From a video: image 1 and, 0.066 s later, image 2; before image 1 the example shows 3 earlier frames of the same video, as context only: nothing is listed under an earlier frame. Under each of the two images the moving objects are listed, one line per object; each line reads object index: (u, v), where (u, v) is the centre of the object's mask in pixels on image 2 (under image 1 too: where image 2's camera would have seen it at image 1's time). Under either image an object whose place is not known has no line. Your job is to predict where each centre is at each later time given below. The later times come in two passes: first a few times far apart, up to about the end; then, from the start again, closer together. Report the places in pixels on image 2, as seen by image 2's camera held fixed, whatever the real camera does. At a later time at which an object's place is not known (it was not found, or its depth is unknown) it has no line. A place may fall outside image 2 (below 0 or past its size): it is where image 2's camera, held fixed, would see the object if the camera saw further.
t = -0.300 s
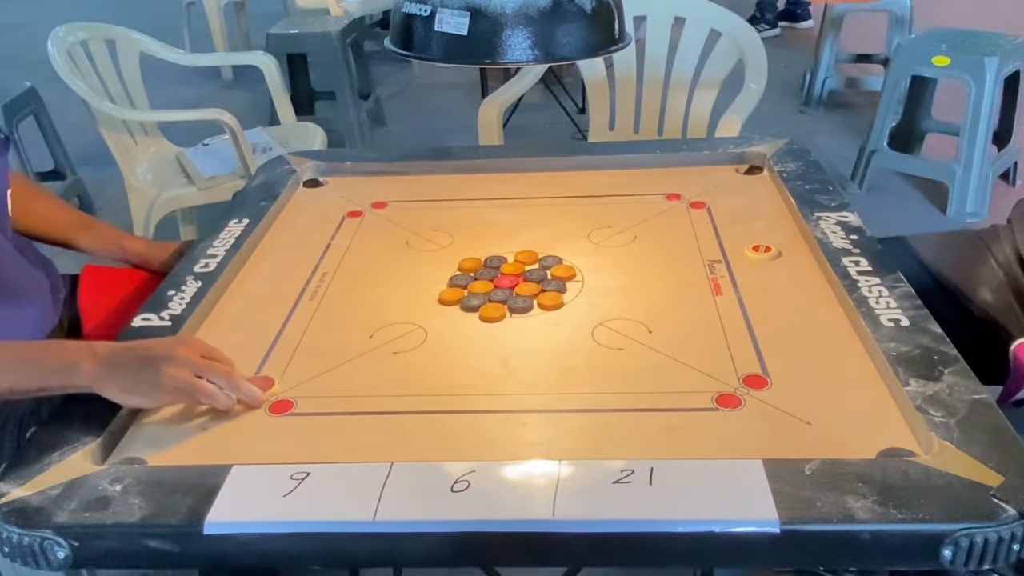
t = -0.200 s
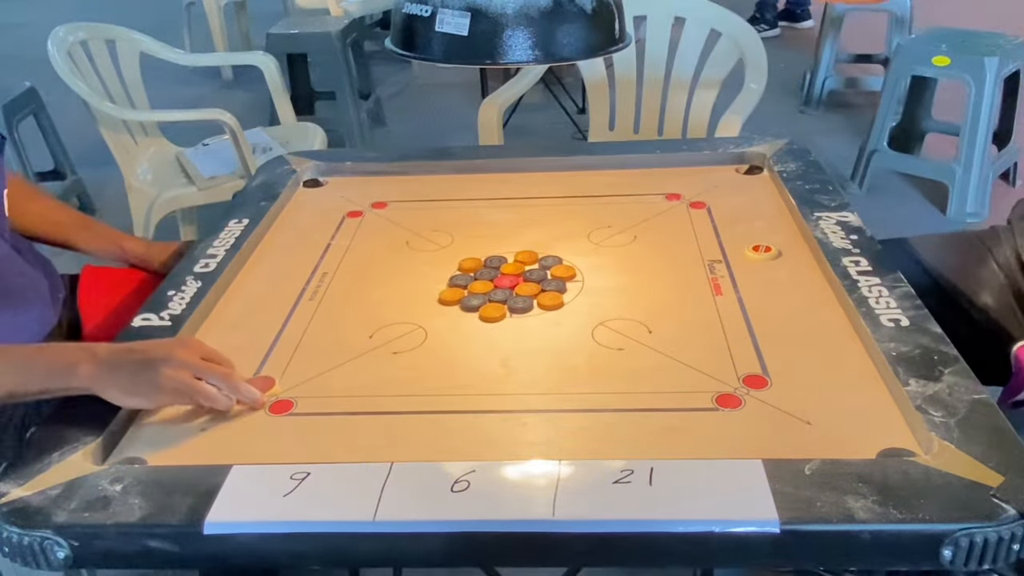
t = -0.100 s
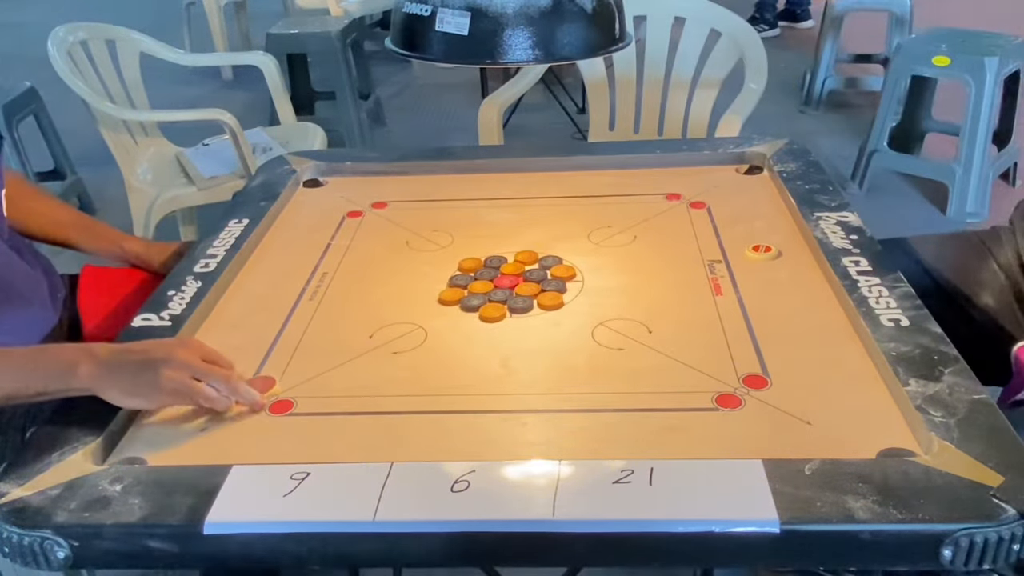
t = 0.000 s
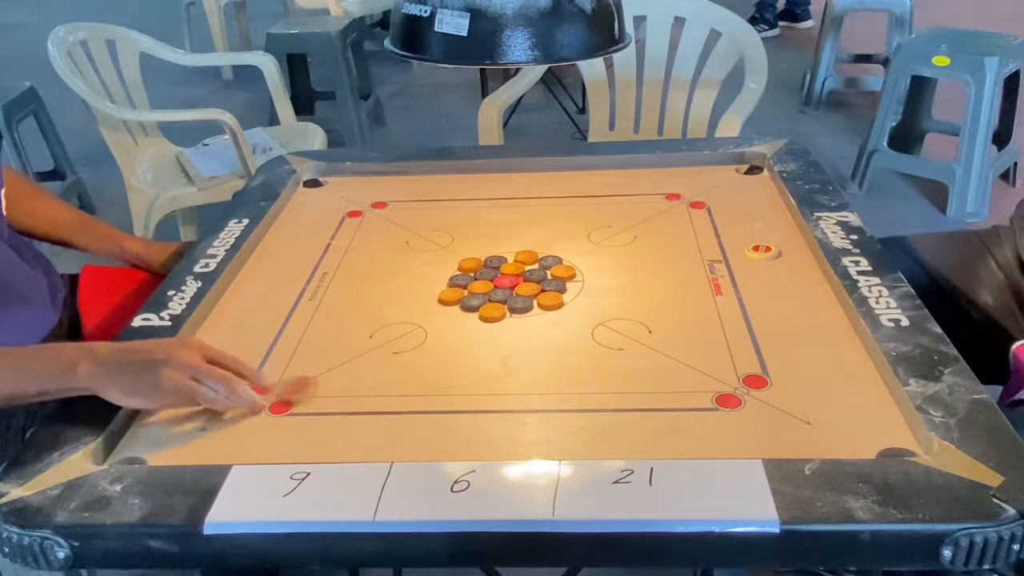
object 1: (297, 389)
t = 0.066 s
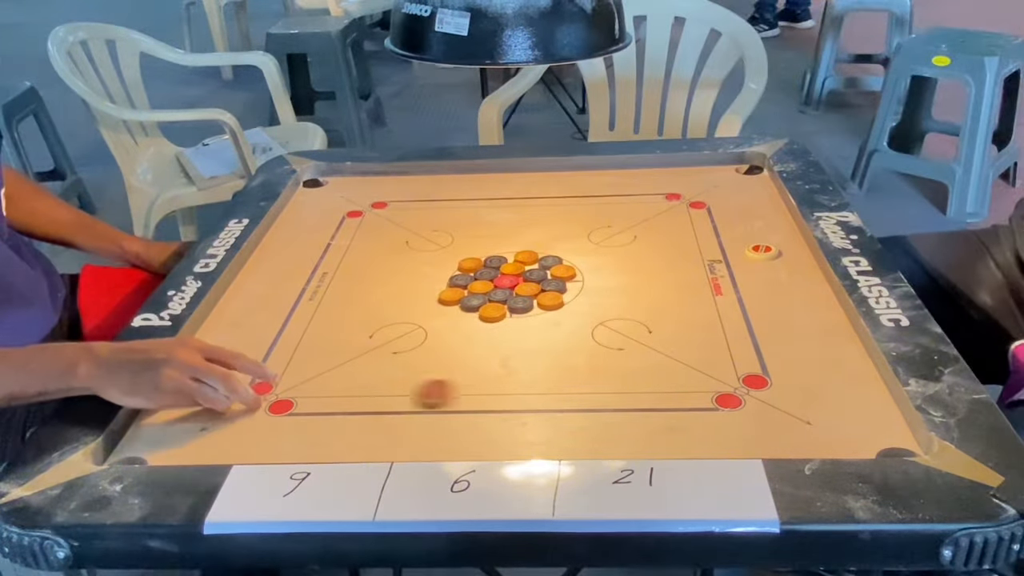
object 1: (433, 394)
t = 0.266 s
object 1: (848, 406)
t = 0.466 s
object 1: (590, 427)
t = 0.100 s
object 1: (504, 396)
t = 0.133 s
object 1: (574, 398)
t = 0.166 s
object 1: (641, 400)
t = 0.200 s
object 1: (710, 402)
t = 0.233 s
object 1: (782, 405)
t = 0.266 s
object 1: (848, 406)
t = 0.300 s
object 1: (847, 409)
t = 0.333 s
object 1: (792, 413)
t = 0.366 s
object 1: (740, 418)
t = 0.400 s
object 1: (688, 421)
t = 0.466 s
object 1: (590, 427)
